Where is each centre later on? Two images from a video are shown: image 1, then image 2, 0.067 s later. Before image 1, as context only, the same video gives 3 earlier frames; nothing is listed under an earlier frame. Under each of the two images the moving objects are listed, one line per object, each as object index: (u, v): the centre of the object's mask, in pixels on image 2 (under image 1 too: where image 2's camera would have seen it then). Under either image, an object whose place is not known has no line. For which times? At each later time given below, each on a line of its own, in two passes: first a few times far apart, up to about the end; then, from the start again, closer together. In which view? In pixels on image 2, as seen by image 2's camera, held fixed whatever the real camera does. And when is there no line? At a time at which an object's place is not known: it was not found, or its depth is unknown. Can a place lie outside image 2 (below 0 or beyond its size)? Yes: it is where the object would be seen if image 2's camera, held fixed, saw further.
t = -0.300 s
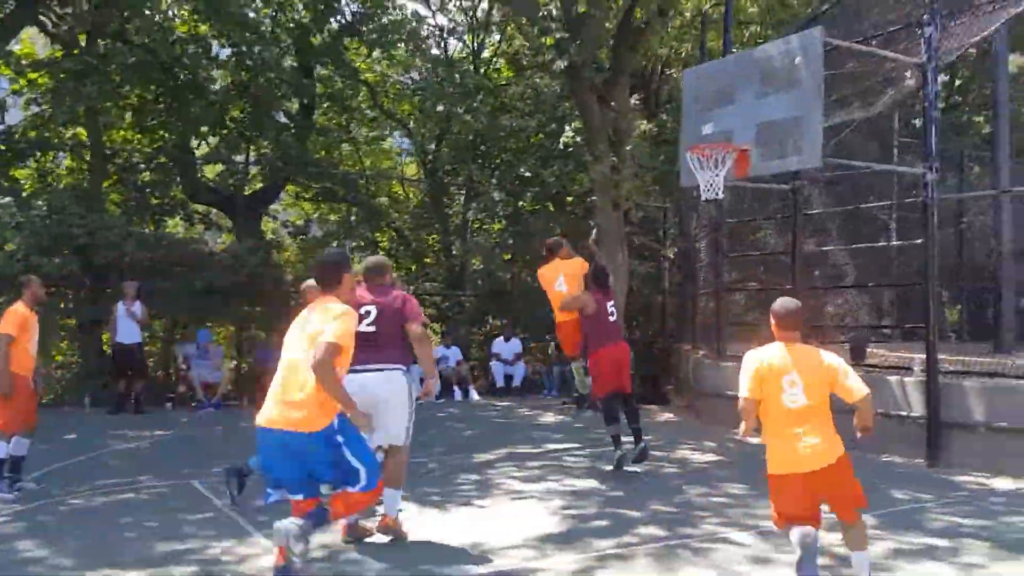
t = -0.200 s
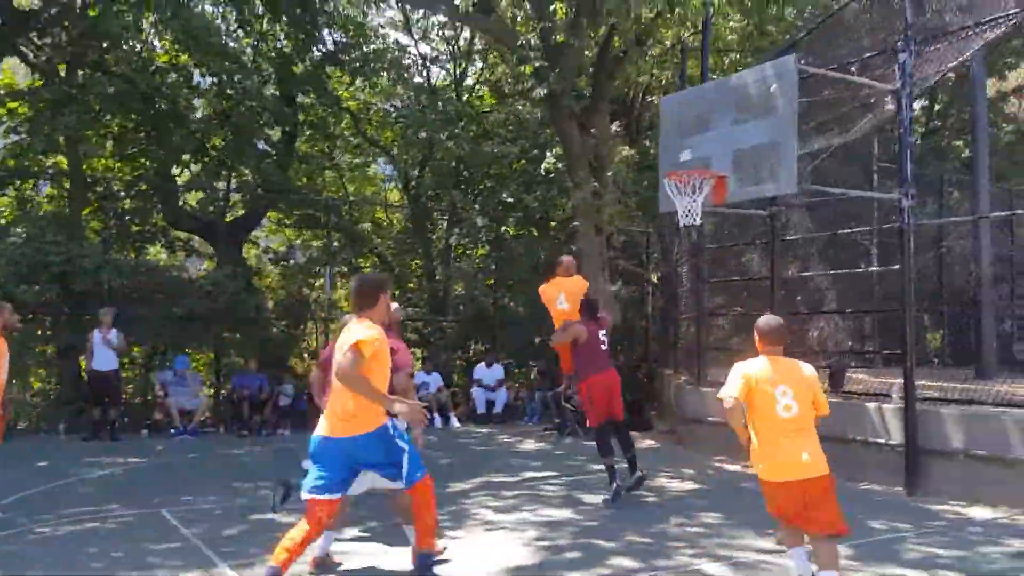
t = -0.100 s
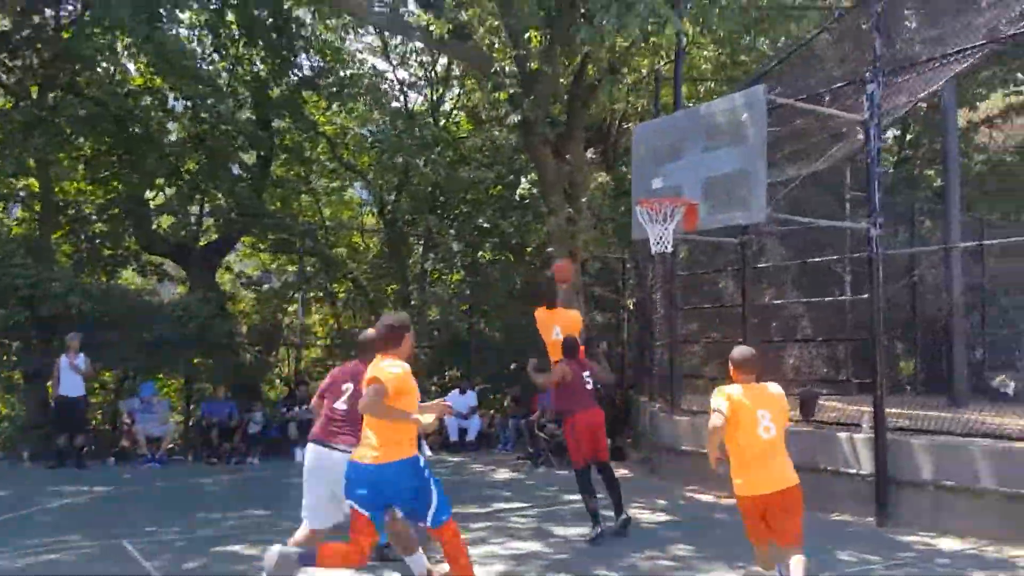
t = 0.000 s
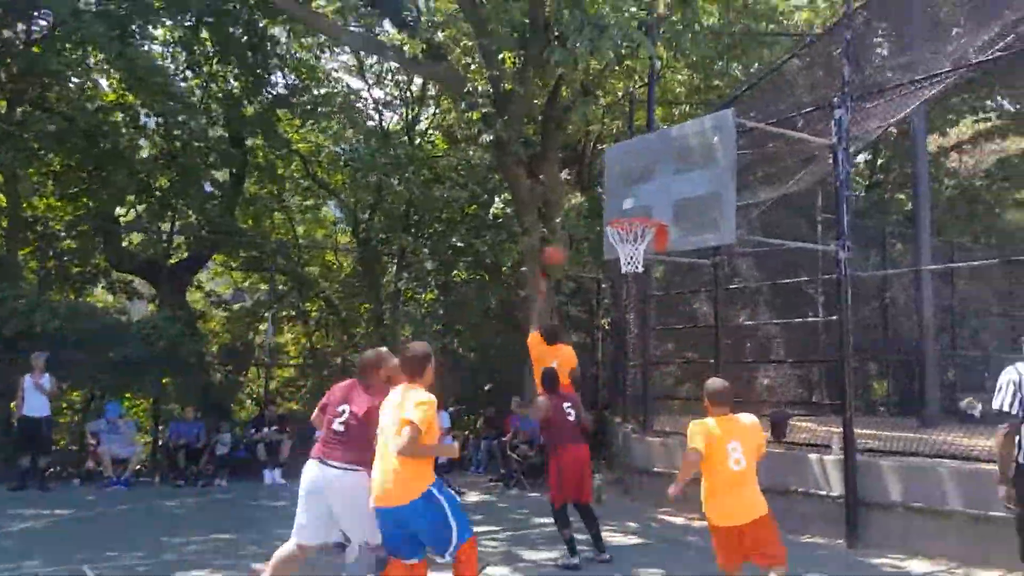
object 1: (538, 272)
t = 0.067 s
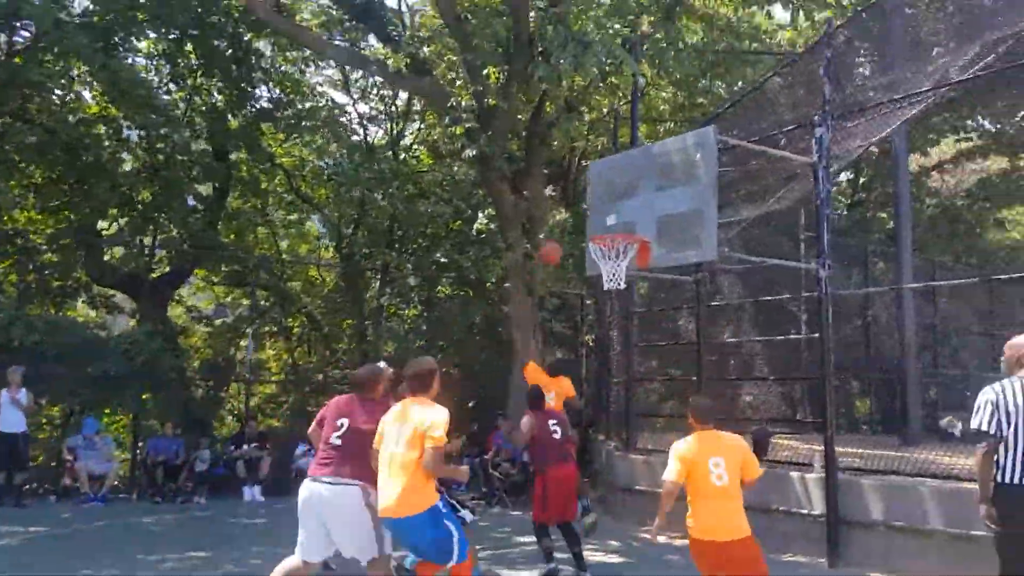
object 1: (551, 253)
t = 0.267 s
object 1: (587, 222)
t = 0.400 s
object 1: (615, 223)
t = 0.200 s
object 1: (573, 228)
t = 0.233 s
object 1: (582, 224)
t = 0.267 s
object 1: (587, 222)
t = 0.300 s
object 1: (596, 220)
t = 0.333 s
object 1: (598, 220)
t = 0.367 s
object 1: (607, 219)
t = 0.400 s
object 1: (615, 223)
